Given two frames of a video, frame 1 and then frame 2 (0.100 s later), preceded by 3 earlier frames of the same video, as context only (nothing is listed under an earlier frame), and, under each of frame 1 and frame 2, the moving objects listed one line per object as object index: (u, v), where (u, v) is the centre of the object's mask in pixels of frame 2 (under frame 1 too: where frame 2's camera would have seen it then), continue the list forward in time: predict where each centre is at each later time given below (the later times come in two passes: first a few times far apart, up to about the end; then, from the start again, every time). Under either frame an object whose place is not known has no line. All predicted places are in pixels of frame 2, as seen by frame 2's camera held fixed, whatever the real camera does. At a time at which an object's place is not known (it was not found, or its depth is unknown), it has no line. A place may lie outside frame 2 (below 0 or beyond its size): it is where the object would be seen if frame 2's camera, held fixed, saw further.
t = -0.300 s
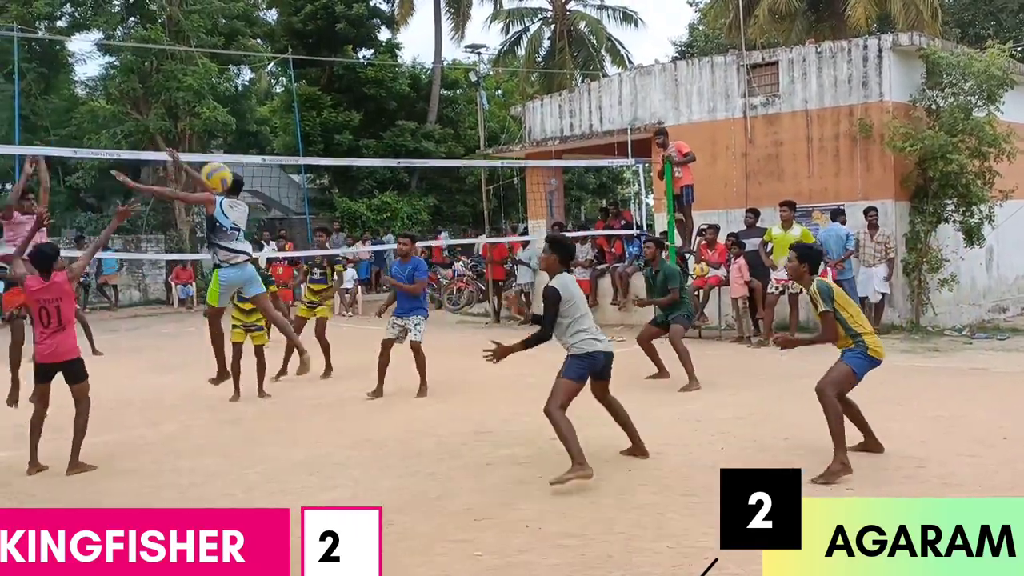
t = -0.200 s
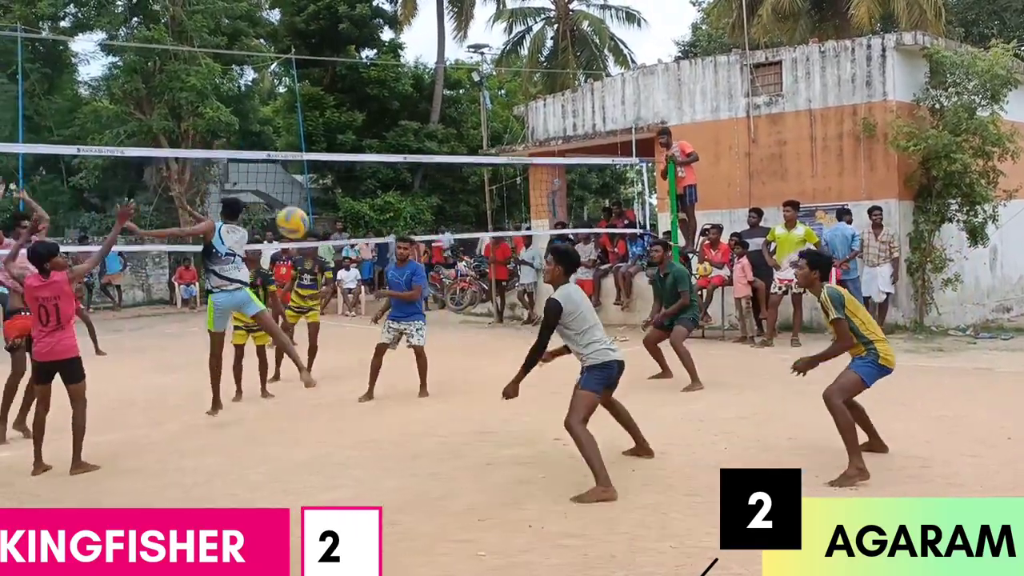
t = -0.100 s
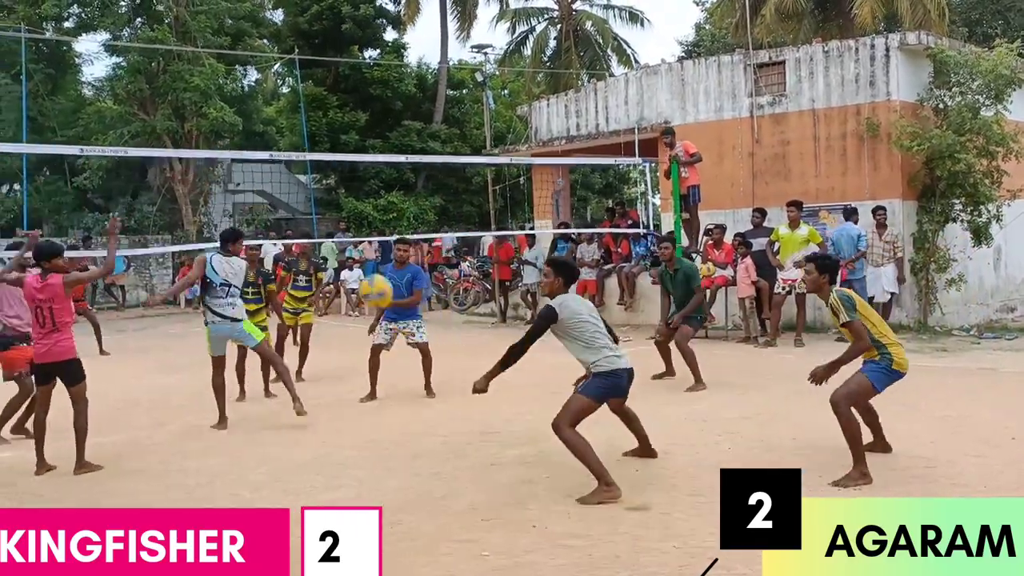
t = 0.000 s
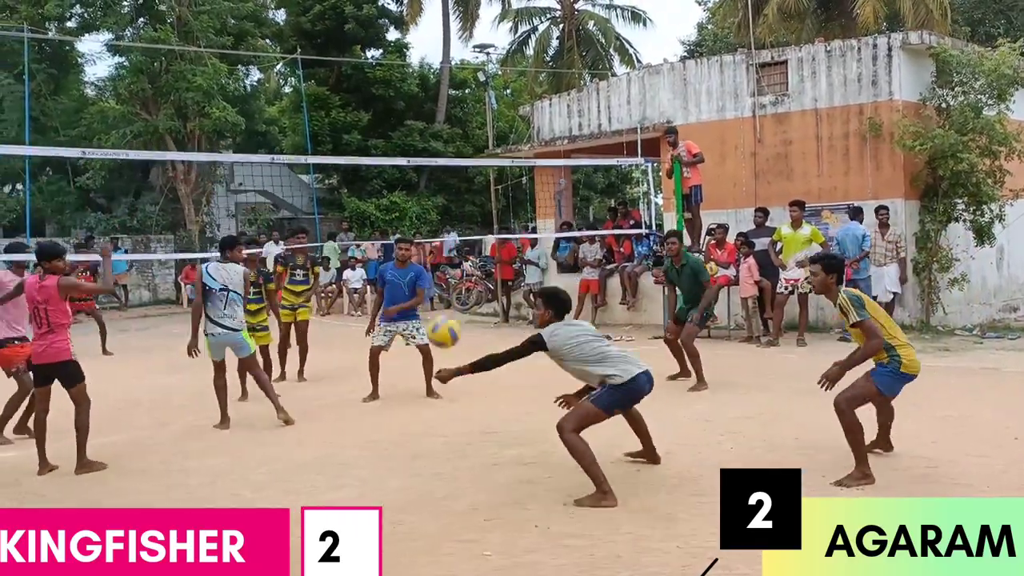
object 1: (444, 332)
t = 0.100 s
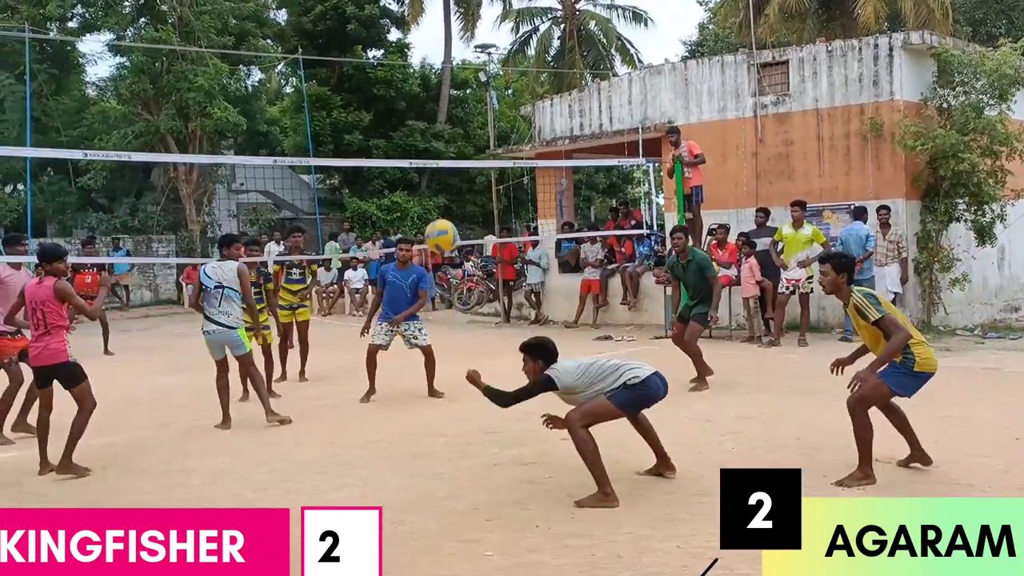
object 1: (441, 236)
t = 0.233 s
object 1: (440, 142)
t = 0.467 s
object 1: (444, 53)
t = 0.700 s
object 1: (451, 45)
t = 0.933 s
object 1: (461, 101)
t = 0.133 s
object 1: (441, 209)
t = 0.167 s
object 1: (440, 185)
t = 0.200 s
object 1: (440, 162)
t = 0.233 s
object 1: (440, 142)
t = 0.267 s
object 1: (440, 123)
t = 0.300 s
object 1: (440, 107)
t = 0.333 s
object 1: (441, 93)
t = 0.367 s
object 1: (441, 80)
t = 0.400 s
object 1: (442, 70)
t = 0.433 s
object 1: (443, 61)
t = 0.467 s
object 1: (444, 53)
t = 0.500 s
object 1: (445, 49)
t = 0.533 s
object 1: (445, 44)
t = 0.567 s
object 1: (446, 41)
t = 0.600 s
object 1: (447, 40)
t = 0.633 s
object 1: (448, 40)
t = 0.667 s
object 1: (449, 43)
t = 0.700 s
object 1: (451, 45)
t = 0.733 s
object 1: (452, 50)
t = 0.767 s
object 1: (454, 56)
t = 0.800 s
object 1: (455, 63)
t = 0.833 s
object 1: (457, 71)
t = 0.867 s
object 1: (458, 79)
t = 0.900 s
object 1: (460, 90)
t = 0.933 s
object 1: (461, 101)
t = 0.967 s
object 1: (462, 114)
